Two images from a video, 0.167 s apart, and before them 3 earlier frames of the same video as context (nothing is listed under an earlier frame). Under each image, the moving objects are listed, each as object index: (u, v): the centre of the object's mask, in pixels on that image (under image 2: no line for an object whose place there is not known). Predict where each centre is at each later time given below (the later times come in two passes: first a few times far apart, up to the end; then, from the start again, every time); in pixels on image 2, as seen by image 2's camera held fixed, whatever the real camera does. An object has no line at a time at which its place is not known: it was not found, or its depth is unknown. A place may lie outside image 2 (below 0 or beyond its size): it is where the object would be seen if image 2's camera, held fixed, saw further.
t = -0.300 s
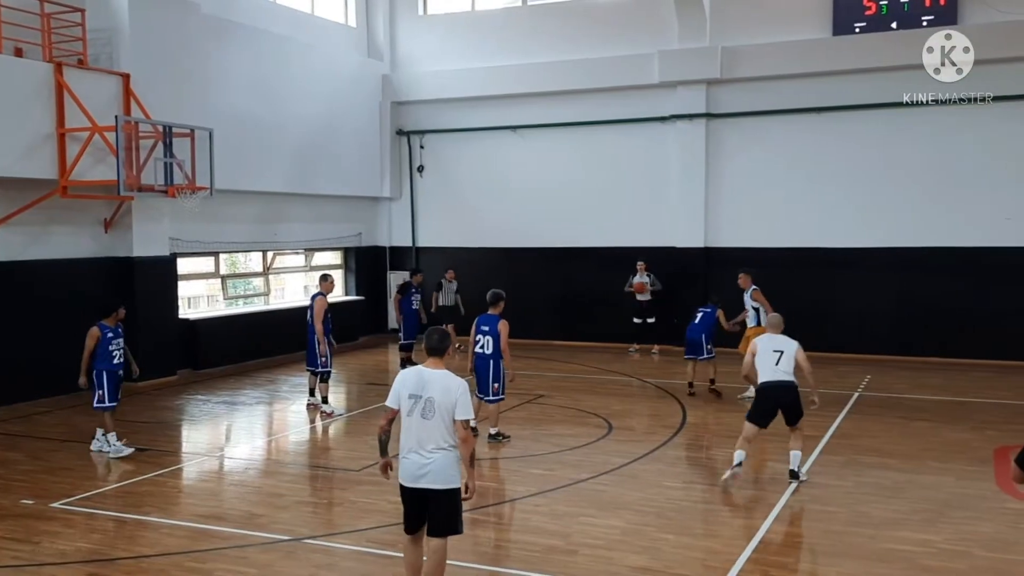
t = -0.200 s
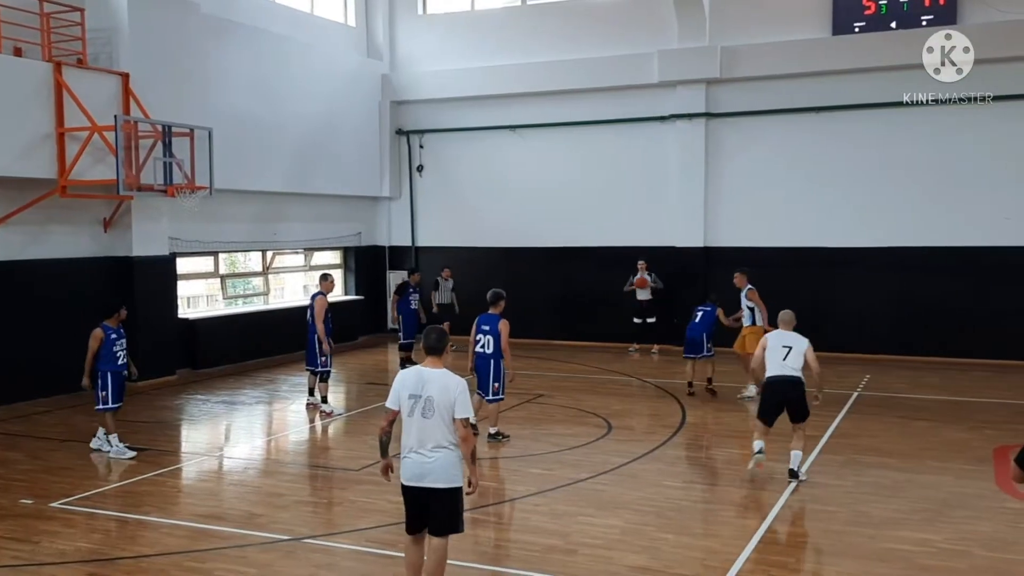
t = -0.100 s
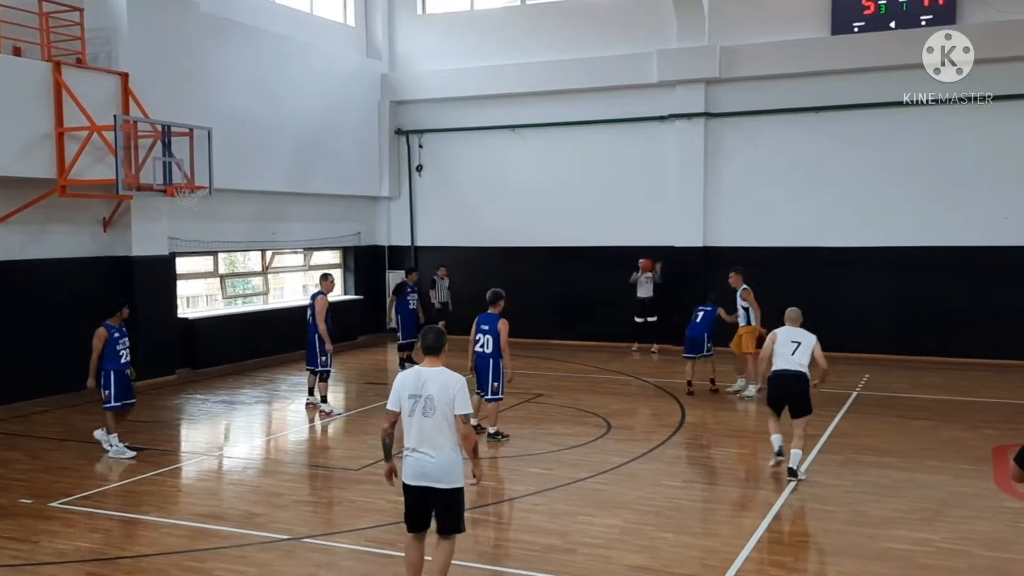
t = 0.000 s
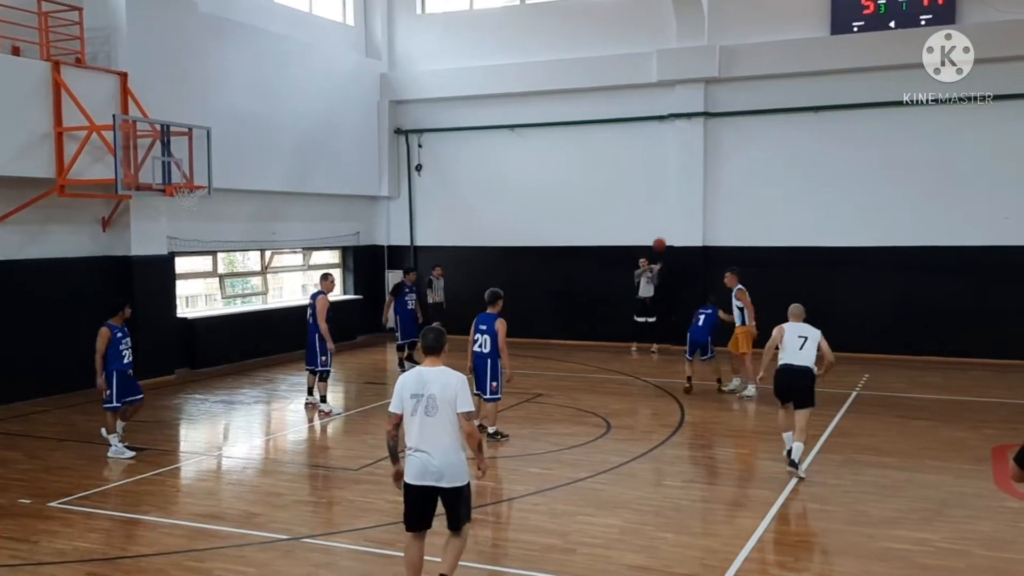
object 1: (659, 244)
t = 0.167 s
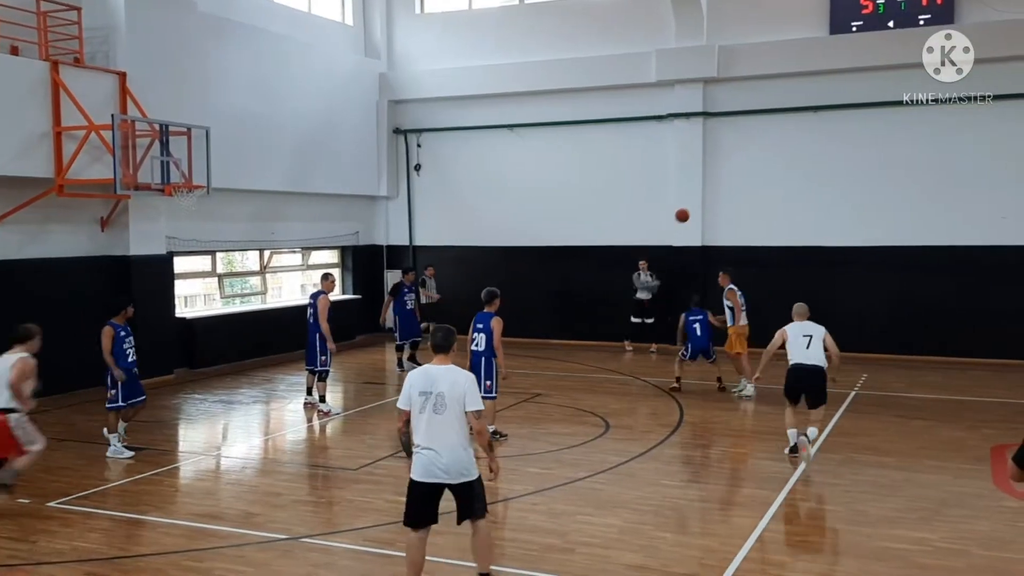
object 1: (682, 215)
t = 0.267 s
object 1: (698, 204)
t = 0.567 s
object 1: (756, 202)
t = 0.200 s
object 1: (687, 211)
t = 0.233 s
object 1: (692, 207)
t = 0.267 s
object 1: (698, 204)
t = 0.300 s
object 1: (703, 201)
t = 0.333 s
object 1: (709, 199)
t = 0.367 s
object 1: (715, 198)
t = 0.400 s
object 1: (721, 196)
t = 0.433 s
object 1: (727, 196)
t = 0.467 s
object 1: (734, 197)
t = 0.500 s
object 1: (741, 198)
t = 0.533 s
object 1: (748, 200)
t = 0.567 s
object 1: (756, 202)
